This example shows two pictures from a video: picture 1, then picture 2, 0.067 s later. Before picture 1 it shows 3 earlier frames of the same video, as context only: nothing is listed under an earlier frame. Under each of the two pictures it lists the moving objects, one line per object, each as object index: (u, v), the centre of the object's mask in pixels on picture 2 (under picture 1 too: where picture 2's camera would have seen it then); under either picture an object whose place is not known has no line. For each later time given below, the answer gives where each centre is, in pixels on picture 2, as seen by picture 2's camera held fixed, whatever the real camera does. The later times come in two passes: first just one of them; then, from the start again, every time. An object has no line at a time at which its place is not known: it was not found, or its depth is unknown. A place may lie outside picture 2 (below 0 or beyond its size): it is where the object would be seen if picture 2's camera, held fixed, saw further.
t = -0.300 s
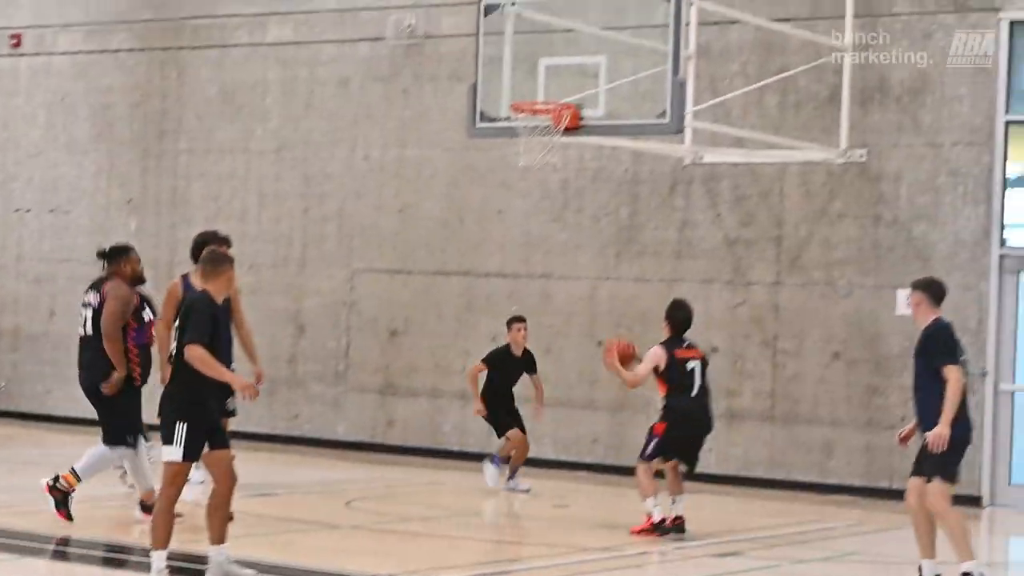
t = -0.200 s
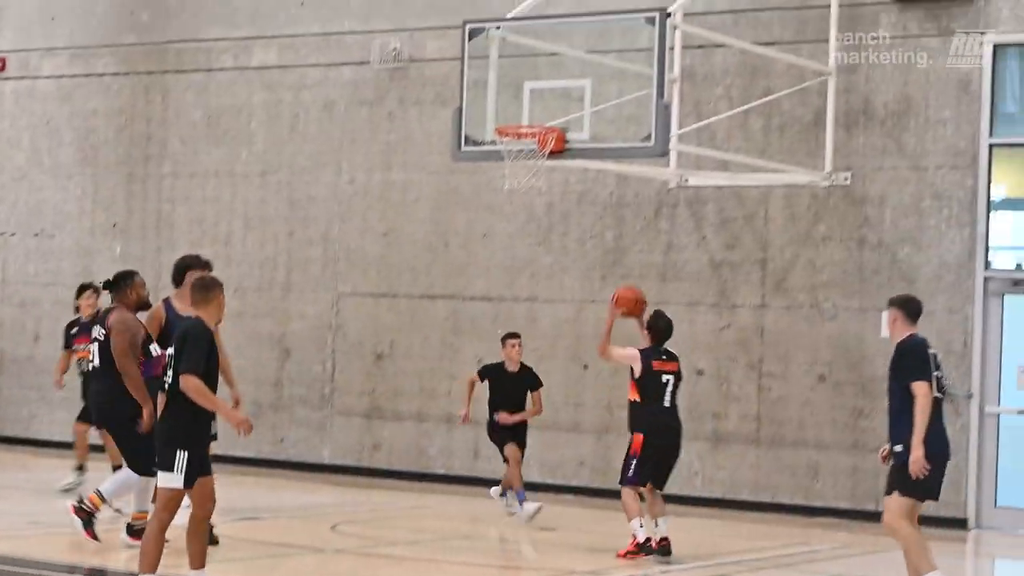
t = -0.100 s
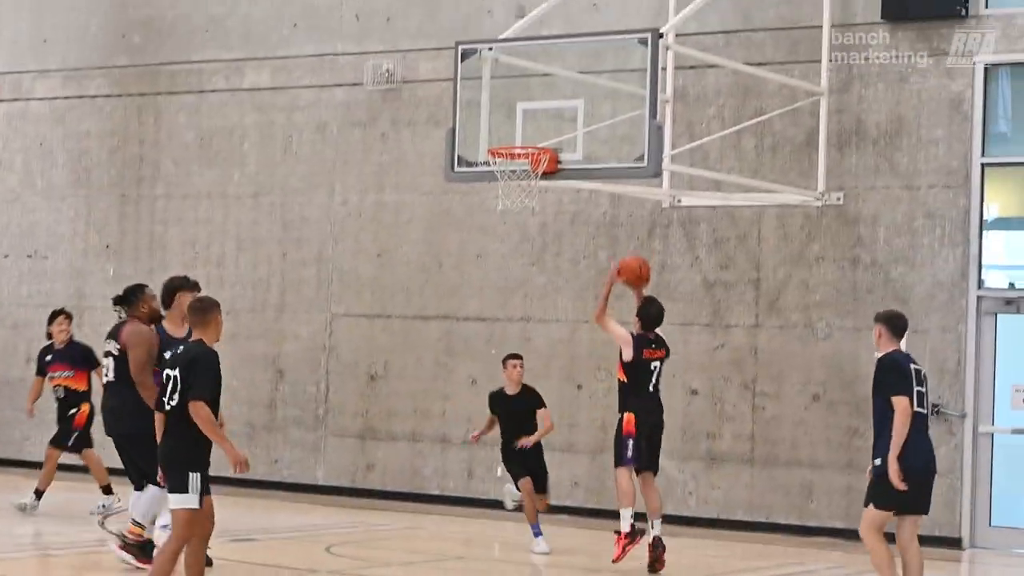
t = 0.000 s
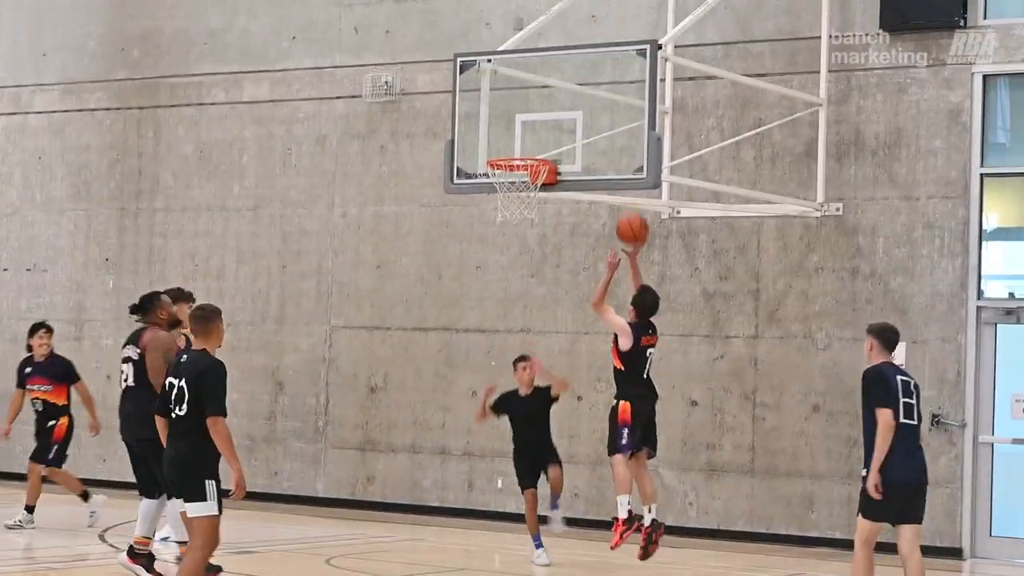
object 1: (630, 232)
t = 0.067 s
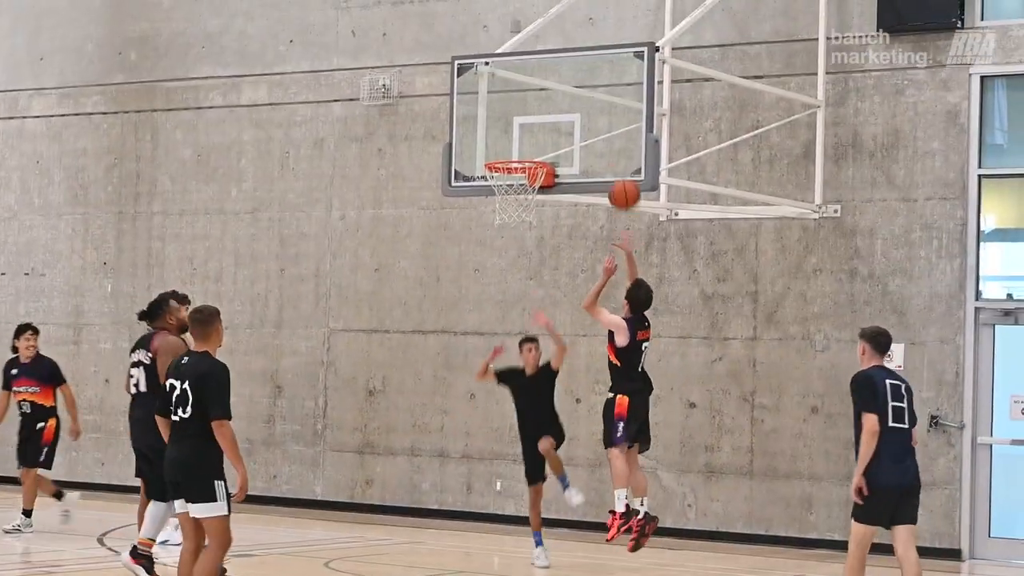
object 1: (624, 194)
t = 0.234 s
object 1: (607, 131)
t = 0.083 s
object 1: (623, 186)
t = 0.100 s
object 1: (621, 178)
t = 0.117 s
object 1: (619, 172)
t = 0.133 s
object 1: (618, 164)
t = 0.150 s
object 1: (616, 158)
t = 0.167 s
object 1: (614, 152)
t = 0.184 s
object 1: (612, 146)
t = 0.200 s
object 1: (610, 141)
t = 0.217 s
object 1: (609, 135)
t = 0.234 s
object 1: (607, 131)
